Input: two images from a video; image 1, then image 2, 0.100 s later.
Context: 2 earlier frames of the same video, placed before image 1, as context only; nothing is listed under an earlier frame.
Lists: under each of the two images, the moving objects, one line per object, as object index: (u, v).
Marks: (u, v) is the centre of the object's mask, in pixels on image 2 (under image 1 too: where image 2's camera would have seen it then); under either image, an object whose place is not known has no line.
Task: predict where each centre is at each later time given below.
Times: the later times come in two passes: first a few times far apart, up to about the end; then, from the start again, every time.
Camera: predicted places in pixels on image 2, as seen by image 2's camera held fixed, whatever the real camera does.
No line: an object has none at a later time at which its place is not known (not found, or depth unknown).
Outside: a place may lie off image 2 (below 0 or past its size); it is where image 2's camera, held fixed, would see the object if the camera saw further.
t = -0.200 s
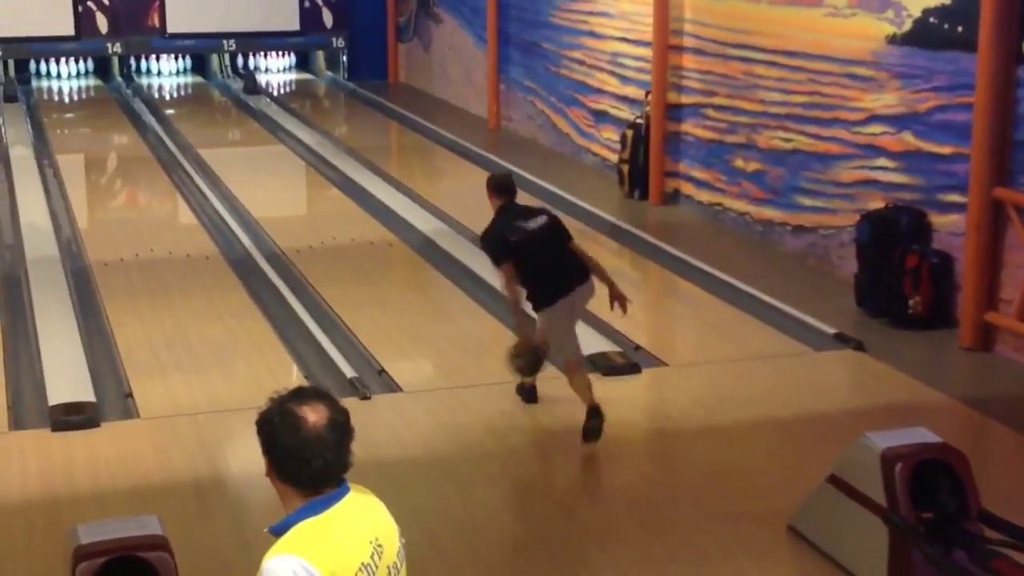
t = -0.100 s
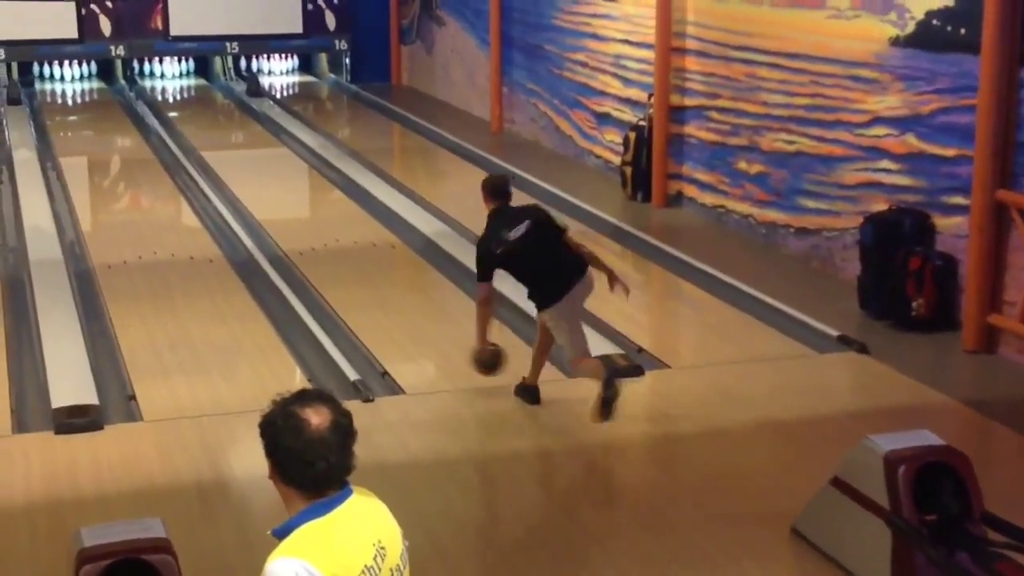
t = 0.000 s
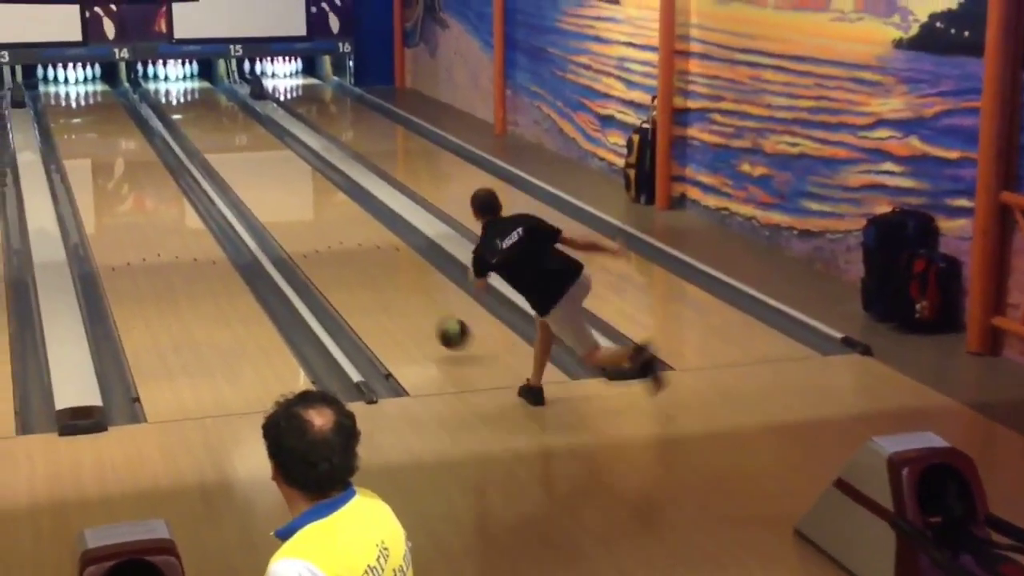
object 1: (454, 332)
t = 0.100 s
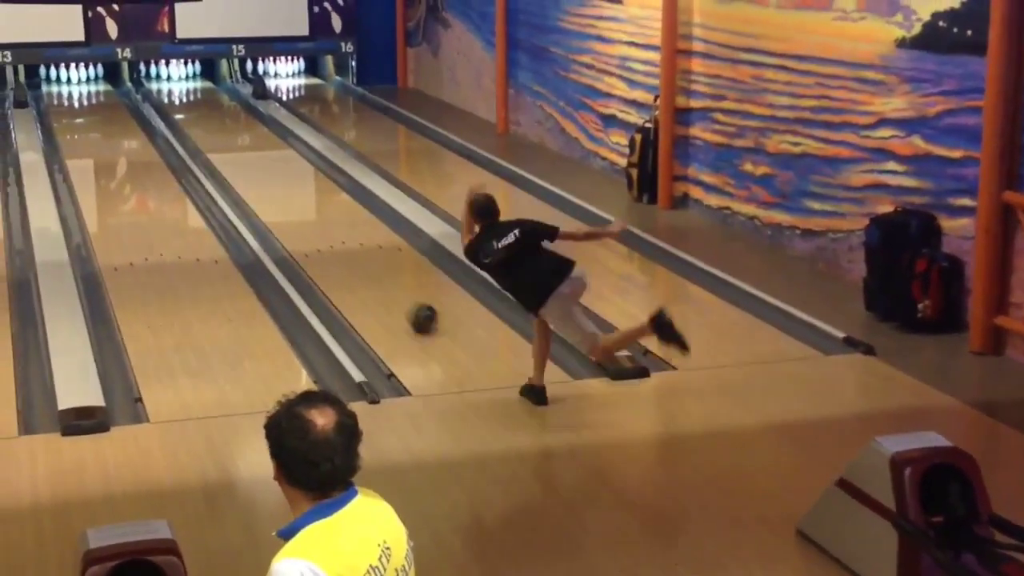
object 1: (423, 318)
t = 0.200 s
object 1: (394, 295)
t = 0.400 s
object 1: (346, 254)
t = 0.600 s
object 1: (307, 220)
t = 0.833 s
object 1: (270, 188)
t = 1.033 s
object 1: (244, 165)
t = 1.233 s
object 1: (223, 146)
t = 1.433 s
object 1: (205, 130)
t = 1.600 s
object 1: (193, 118)
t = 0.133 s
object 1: (412, 309)
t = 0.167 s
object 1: (404, 302)
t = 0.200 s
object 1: (394, 295)
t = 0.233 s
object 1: (385, 287)
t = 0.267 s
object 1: (377, 280)
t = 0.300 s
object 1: (369, 273)
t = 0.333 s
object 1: (361, 267)
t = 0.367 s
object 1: (353, 260)
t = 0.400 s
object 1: (346, 254)
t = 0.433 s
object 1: (339, 248)
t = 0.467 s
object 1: (332, 242)
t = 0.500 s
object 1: (325, 235)
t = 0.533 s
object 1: (319, 230)
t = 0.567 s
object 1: (313, 225)
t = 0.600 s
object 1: (307, 220)
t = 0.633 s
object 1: (301, 215)
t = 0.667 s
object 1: (295, 210)
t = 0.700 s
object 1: (290, 205)
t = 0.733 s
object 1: (284, 200)
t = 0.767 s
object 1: (279, 197)
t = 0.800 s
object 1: (275, 192)
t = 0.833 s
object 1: (270, 188)
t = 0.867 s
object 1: (265, 184)
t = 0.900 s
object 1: (261, 180)
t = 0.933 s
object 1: (257, 177)
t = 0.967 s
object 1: (252, 173)
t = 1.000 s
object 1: (249, 169)
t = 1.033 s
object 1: (244, 165)
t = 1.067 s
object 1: (240, 162)
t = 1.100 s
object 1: (237, 159)
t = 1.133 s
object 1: (233, 156)
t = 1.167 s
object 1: (230, 153)
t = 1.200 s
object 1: (226, 149)
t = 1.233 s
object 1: (223, 146)
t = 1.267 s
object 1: (219, 144)
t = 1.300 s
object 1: (216, 141)
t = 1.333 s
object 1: (214, 138)
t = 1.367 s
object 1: (210, 135)
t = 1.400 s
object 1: (207, 132)
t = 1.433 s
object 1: (205, 130)
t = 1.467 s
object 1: (202, 127)
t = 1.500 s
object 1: (200, 125)
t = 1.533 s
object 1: (197, 123)
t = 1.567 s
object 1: (195, 119)
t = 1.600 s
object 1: (193, 118)
